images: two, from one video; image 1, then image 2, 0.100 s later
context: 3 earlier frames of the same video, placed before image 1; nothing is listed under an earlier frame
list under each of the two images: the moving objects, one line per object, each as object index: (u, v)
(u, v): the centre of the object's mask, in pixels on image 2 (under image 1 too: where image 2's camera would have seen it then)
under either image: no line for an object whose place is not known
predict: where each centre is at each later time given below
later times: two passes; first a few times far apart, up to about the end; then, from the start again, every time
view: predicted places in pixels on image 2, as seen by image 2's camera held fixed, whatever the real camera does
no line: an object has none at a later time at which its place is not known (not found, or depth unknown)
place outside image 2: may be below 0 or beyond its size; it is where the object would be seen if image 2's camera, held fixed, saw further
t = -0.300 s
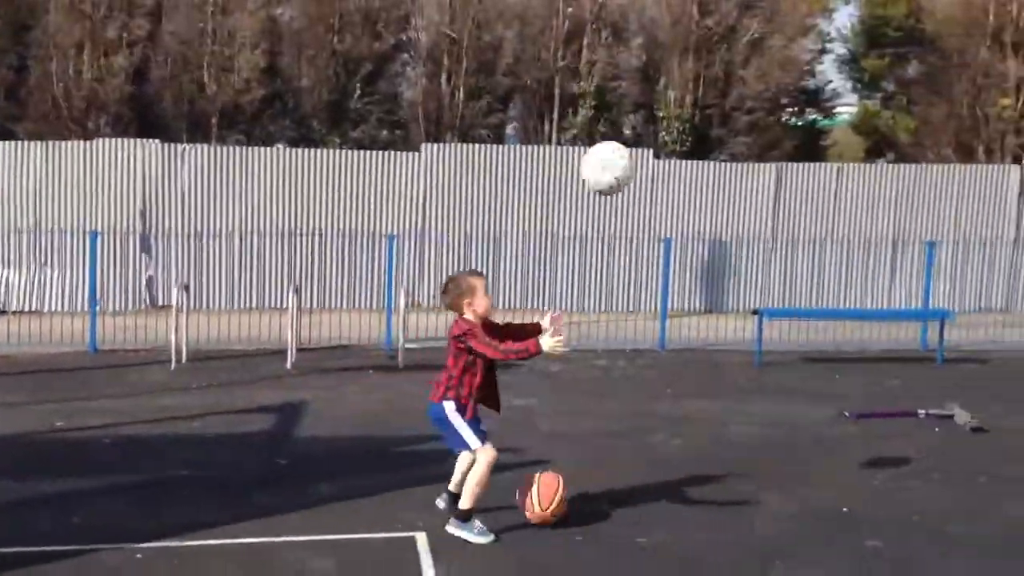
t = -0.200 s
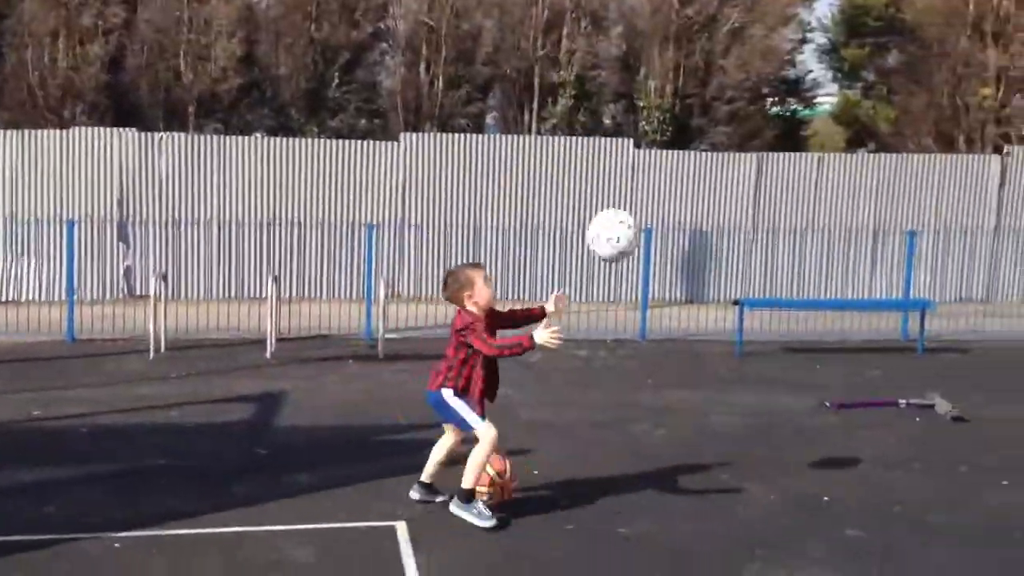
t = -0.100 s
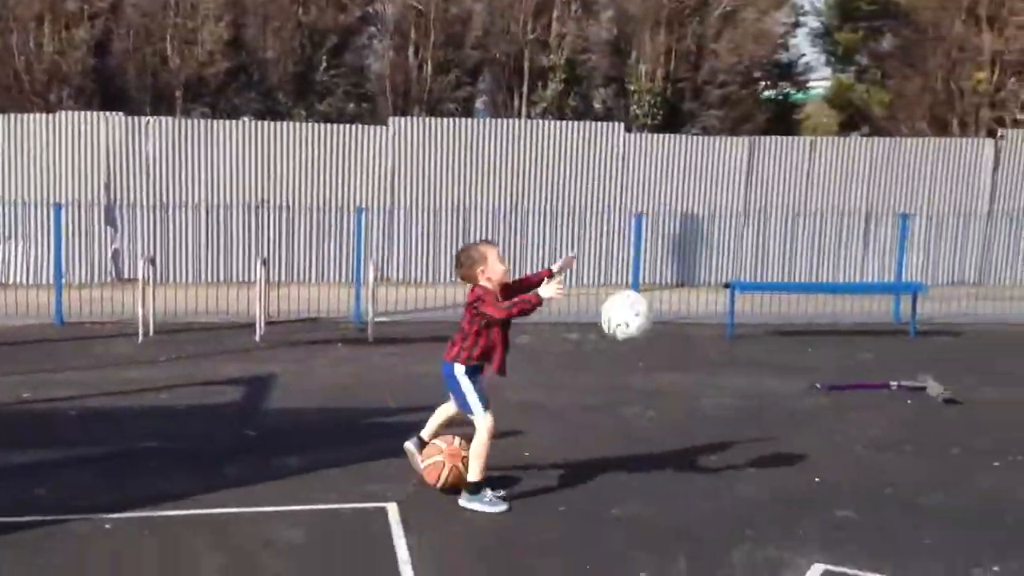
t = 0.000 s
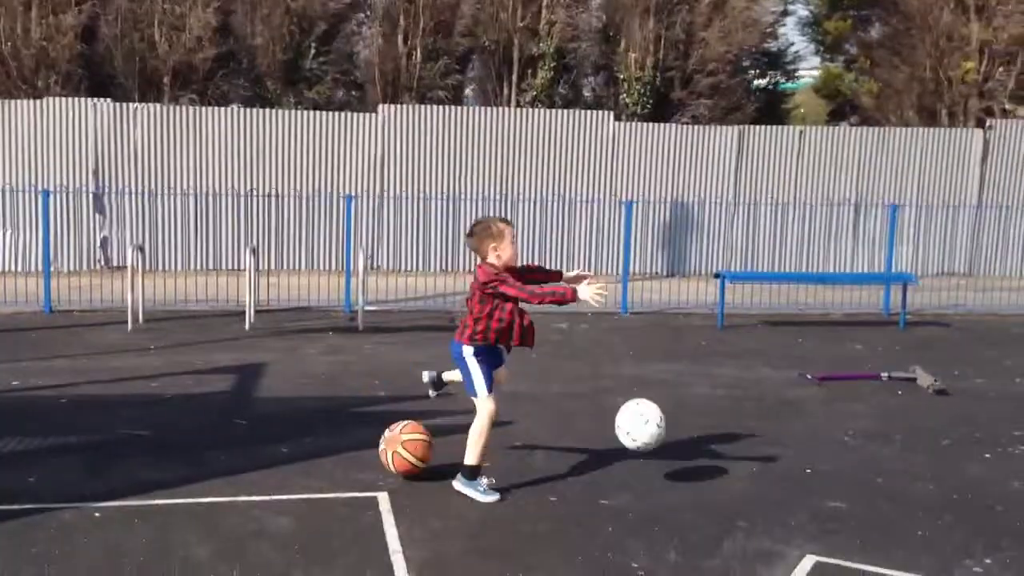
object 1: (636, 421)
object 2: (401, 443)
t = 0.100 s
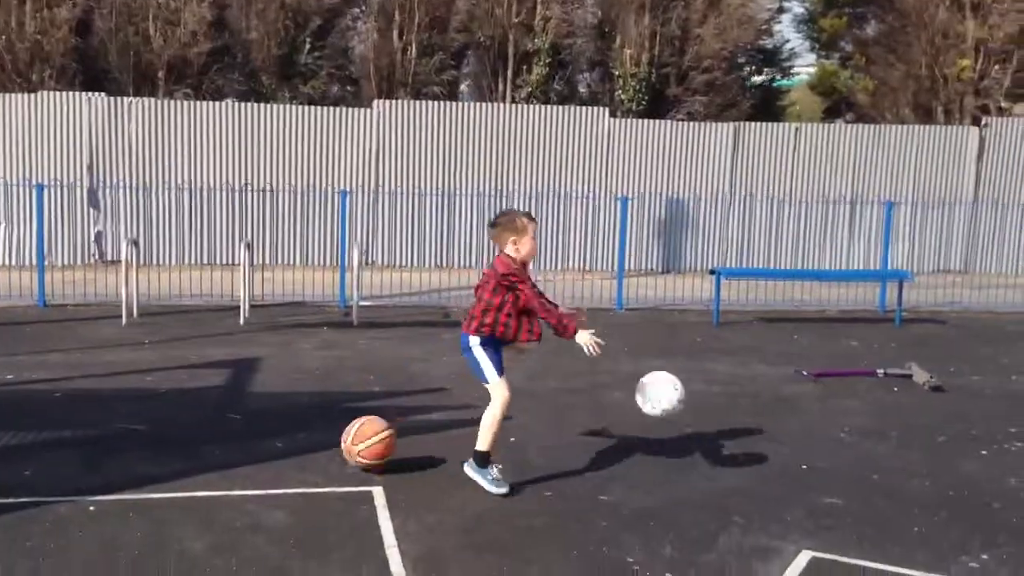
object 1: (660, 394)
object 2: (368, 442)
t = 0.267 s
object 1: (702, 254)
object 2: (314, 440)
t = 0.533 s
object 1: (768, 145)
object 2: (230, 440)
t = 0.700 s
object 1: (803, 153)
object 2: (178, 438)
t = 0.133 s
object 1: (666, 362)
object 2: (356, 441)
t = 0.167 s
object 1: (676, 331)
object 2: (345, 443)
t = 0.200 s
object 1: (686, 301)
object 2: (336, 444)
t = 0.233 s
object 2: (326, 441)
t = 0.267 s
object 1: (702, 254)
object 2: (314, 440)
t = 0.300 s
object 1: (711, 232)
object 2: (303, 442)
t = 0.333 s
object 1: (720, 213)
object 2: (293, 442)
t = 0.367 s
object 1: (727, 196)
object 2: (283, 440)
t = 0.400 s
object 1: (736, 181)
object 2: (273, 442)
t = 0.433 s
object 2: (262, 442)
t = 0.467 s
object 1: (752, 158)
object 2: (252, 440)
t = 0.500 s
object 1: (760, 150)
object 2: (240, 440)
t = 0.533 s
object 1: (768, 145)
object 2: (230, 440)
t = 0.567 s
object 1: (775, 141)
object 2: (220, 439)
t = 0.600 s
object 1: (783, 141)
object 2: (209, 437)
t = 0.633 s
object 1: (790, 142)
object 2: (198, 436)
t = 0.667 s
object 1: (797, 146)
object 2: (189, 438)
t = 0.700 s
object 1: (803, 153)
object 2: (178, 438)
